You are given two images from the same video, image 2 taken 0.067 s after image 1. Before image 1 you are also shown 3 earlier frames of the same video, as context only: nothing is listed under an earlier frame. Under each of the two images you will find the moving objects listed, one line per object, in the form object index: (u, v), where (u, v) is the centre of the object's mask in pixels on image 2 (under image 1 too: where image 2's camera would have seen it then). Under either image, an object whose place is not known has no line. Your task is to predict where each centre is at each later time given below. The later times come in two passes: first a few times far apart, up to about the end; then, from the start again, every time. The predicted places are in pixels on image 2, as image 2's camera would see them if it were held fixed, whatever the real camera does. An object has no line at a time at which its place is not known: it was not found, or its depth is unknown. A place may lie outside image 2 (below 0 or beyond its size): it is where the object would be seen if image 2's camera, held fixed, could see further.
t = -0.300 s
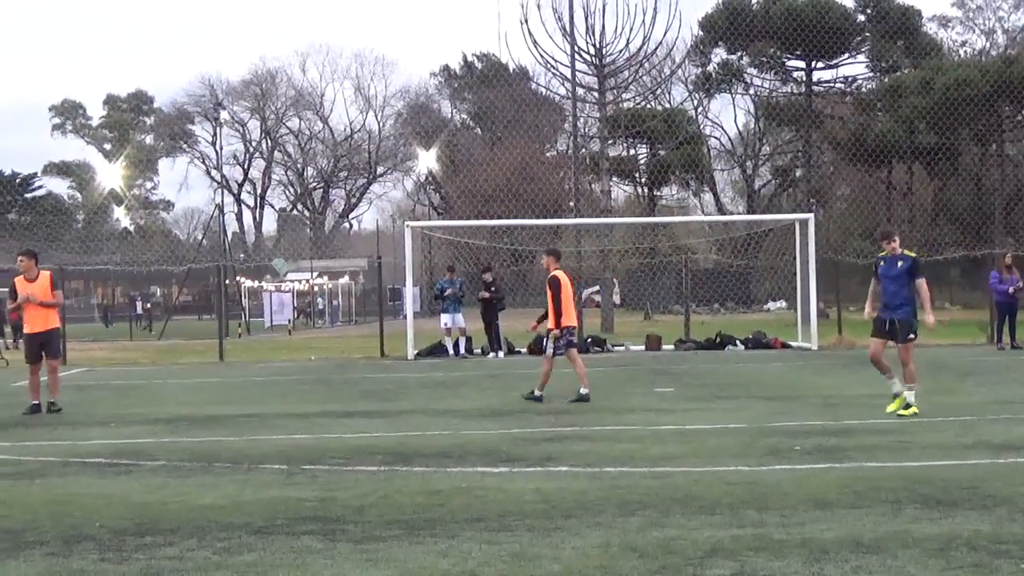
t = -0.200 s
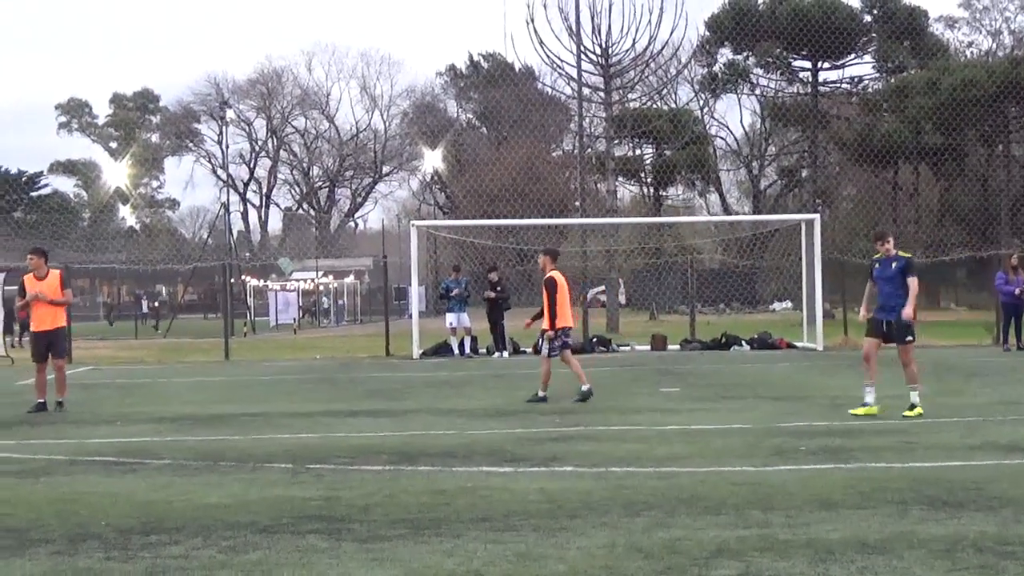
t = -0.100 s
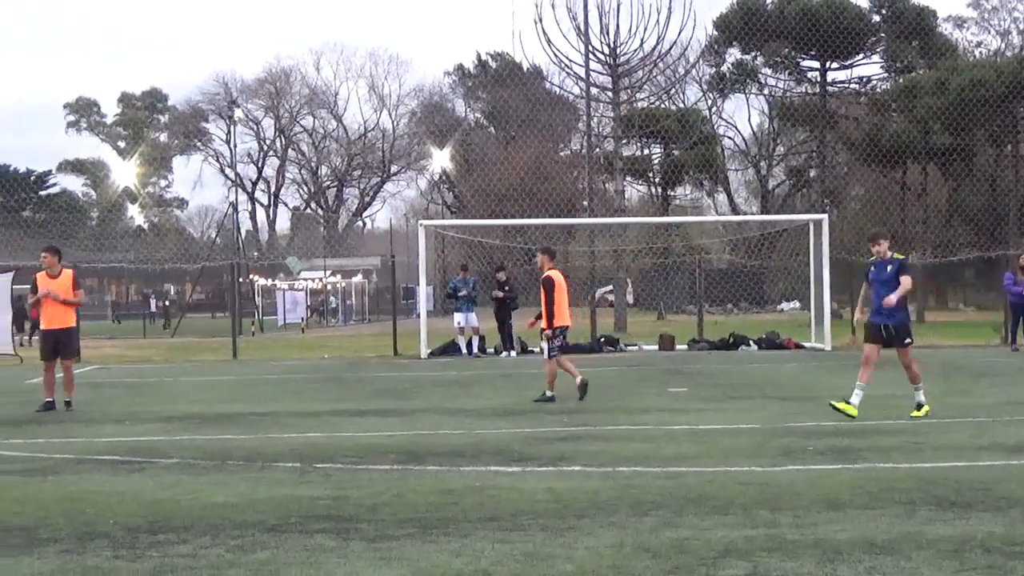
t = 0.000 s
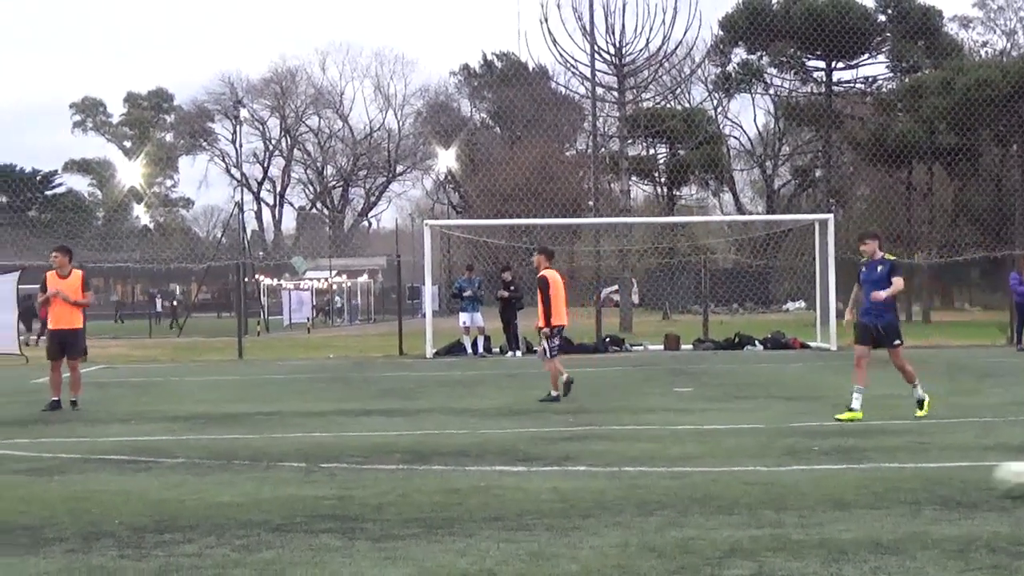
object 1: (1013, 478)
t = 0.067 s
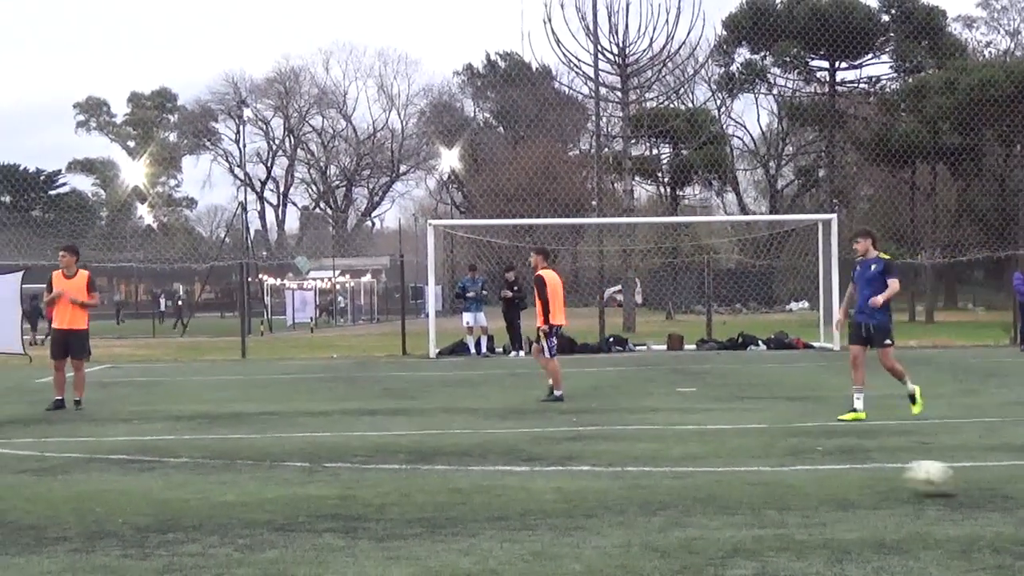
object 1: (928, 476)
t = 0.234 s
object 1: (721, 477)
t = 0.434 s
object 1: (512, 476)
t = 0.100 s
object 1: (883, 476)
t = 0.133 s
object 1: (839, 478)
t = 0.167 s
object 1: (798, 477)
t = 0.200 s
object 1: (759, 478)
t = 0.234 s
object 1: (721, 477)
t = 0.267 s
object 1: (685, 474)
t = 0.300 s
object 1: (650, 474)
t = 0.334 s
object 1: (613, 476)
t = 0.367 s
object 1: (581, 475)
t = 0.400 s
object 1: (547, 477)
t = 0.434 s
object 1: (512, 476)
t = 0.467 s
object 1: (479, 473)
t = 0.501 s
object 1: (447, 473)
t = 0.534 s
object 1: (415, 475)
